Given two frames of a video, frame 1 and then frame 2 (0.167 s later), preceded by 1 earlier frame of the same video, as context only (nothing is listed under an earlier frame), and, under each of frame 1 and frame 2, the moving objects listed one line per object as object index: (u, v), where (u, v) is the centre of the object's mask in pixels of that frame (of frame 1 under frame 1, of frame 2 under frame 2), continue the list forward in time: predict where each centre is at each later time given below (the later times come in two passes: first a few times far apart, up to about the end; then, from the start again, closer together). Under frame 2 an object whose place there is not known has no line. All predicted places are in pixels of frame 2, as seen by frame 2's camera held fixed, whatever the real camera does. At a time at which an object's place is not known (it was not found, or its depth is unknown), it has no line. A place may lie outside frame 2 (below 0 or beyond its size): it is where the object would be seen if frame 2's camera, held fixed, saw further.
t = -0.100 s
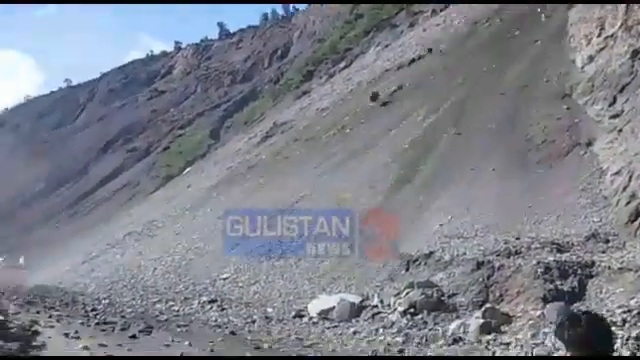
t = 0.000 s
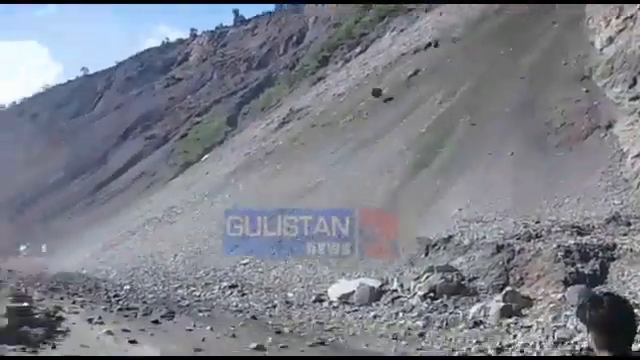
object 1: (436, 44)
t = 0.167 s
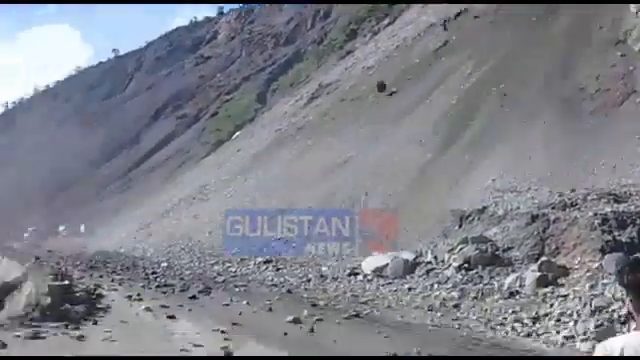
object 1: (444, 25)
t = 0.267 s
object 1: (432, 38)
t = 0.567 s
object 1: (390, 71)
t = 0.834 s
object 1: (345, 106)
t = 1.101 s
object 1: (296, 145)
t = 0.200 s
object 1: (440, 31)
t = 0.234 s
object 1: (436, 36)
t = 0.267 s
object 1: (432, 38)
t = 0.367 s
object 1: (419, 49)
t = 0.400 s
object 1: (414, 53)
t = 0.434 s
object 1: (410, 57)
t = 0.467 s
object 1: (405, 60)
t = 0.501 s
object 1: (399, 63)
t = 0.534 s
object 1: (394, 67)
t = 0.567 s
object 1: (390, 71)
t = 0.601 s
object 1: (384, 74)
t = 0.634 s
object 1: (379, 78)
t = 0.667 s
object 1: (373, 82)
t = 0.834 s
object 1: (345, 106)
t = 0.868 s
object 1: (338, 110)
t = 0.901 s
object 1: (333, 117)
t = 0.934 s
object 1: (328, 122)
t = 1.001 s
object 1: (316, 132)
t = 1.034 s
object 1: (310, 136)
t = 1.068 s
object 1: (303, 140)
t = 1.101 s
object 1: (296, 145)
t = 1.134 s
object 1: (289, 149)
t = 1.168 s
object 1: (283, 154)
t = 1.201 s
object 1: (276, 158)
